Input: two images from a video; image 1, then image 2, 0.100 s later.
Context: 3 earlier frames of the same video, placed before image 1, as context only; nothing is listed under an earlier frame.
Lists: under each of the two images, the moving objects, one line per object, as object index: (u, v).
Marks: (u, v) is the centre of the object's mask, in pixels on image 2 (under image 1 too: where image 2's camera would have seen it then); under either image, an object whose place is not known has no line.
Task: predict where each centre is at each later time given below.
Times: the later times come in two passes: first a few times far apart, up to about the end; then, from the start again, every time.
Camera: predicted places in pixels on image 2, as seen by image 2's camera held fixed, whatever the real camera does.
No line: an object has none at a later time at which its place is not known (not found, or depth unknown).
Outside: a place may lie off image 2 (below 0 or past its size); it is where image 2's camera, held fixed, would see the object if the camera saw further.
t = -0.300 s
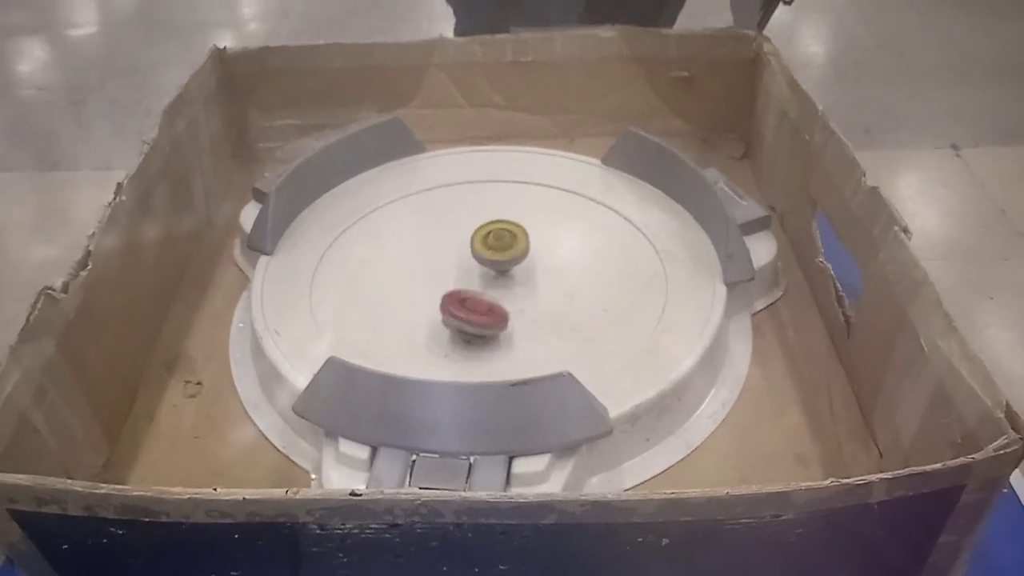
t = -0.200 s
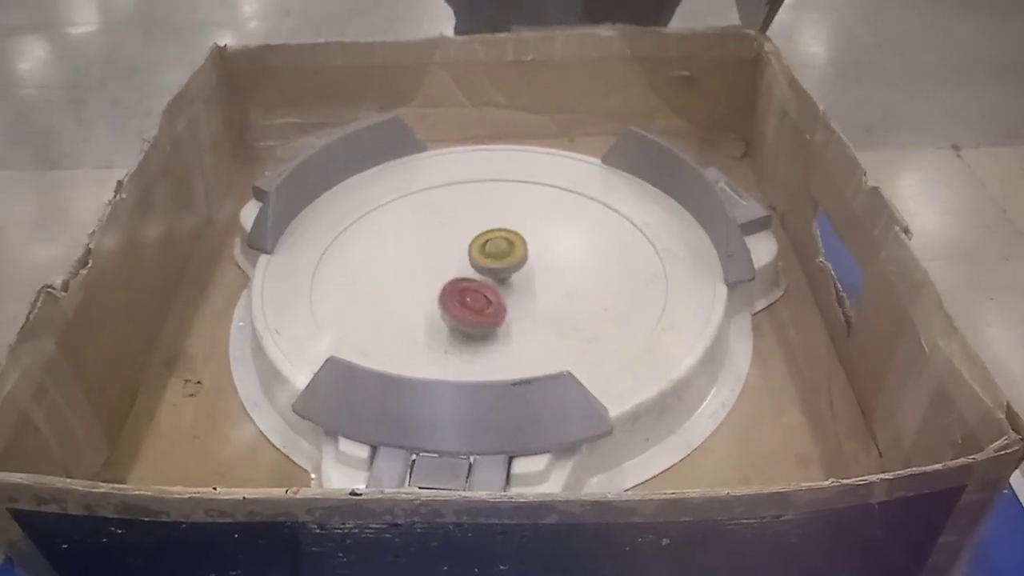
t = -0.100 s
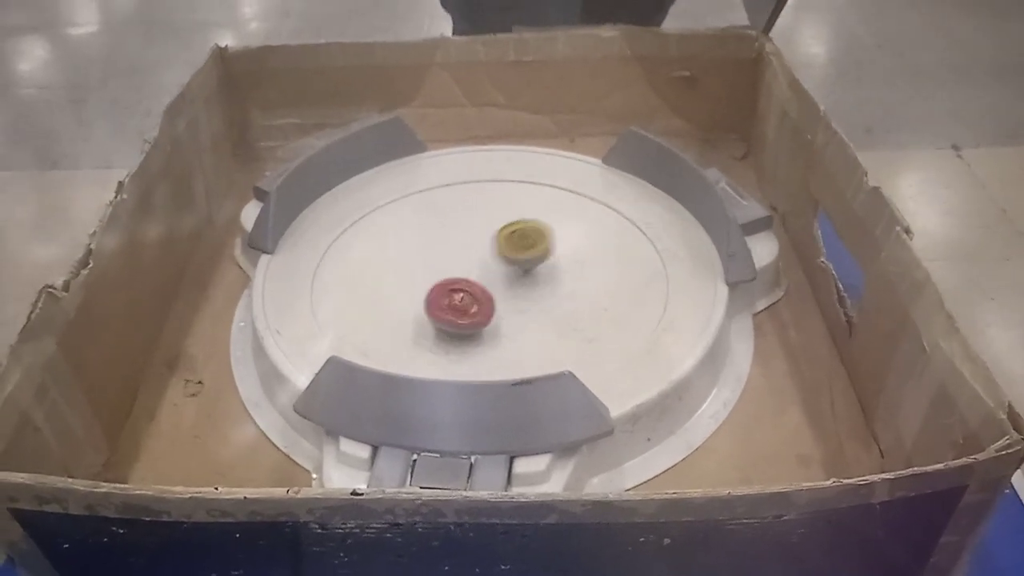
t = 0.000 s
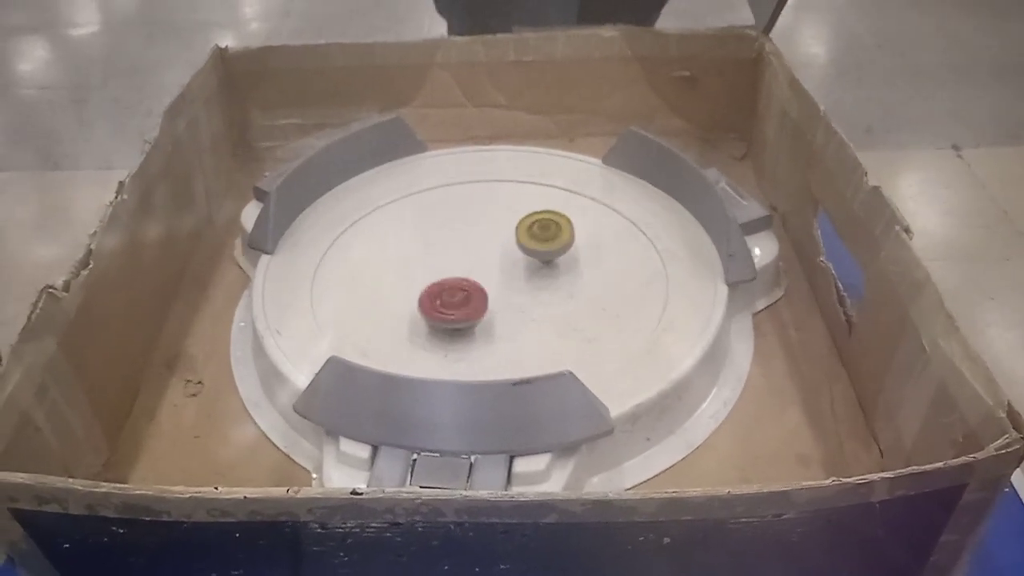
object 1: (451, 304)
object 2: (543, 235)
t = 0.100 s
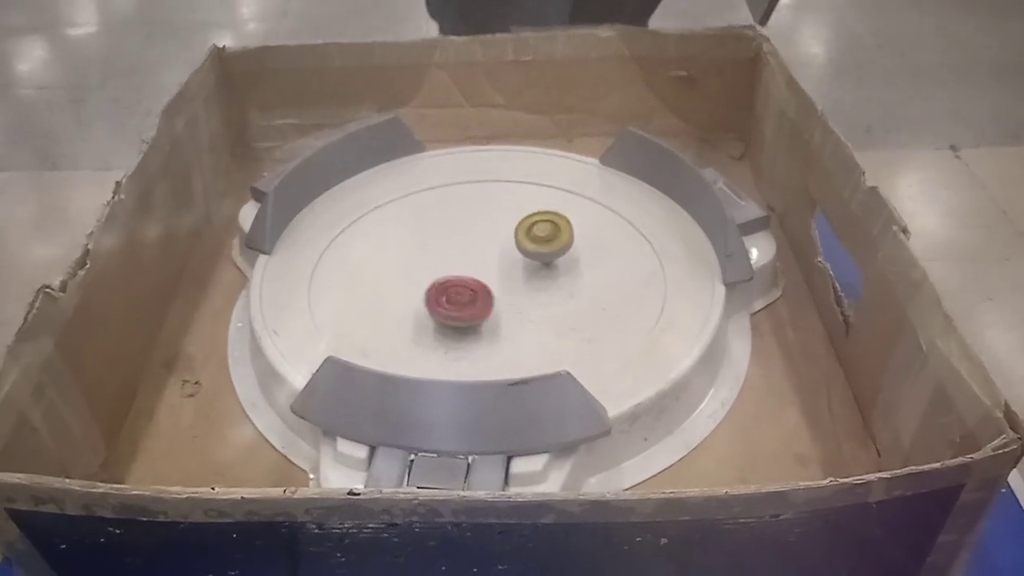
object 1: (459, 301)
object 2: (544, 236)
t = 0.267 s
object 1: (471, 303)
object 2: (528, 247)
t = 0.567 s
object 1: (478, 303)
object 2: (512, 265)
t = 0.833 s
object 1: (483, 295)
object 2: (540, 256)
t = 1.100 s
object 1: (509, 271)
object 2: (555, 248)
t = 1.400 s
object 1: (498, 258)
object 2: (555, 262)
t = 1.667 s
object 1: (491, 258)
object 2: (539, 294)
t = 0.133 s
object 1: (463, 303)
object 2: (541, 238)
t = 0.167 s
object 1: (464, 303)
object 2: (538, 239)
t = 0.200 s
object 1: (468, 302)
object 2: (535, 242)
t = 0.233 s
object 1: (471, 304)
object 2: (531, 245)
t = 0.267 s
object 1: (471, 303)
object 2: (528, 247)
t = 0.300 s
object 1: (475, 303)
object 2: (525, 250)
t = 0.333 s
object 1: (476, 304)
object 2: (521, 254)
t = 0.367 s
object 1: (477, 303)
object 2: (518, 257)
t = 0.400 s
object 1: (479, 303)
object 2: (515, 260)
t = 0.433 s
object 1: (479, 304)
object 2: (513, 262)
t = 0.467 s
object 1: (477, 305)
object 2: (513, 263)
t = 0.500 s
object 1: (476, 306)
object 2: (513, 263)
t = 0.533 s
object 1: (476, 307)
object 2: (512, 264)
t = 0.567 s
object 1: (478, 303)
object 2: (512, 265)
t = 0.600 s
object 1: (478, 304)
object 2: (510, 266)
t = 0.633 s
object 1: (477, 303)
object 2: (509, 267)
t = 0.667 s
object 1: (477, 304)
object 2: (507, 268)
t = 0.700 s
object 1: (478, 304)
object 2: (510, 266)
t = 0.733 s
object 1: (480, 303)
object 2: (514, 266)
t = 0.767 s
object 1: (483, 303)
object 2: (517, 265)
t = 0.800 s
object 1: (483, 299)
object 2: (524, 260)
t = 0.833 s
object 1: (483, 295)
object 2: (540, 256)
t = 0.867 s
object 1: (489, 292)
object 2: (550, 253)
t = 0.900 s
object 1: (495, 289)
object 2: (556, 250)
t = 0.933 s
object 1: (496, 285)
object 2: (558, 248)
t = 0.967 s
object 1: (499, 284)
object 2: (558, 247)
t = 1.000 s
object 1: (503, 281)
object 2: (556, 246)
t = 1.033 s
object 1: (505, 278)
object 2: (553, 247)
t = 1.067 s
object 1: (505, 275)
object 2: (552, 247)
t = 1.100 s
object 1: (509, 271)
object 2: (555, 248)
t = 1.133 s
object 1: (509, 267)
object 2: (556, 249)
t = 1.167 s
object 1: (508, 262)
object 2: (554, 250)
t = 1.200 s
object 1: (507, 256)
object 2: (554, 252)
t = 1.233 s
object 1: (505, 254)
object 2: (554, 252)
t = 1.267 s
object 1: (505, 252)
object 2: (554, 253)
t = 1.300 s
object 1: (506, 252)
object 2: (554, 254)
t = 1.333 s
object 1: (504, 255)
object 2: (555, 256)
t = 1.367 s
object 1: (500, 258)
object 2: (554, 258)
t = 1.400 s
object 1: (498, 258)
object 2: (555, 262)
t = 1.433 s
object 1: (496, 259)
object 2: (556, 267)
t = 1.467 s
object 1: (494, 259)
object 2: (556, 271)
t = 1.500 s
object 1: (493, 259)
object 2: (555, 275)
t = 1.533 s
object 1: (492, 258)
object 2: (554, 279)
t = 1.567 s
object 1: (491, 258)
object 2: (551, 283)
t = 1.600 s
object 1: (491, 258)
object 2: (548, 286)
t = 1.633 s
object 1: (492, 258)
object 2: (544, 290)
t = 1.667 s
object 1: (491, 258)
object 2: (539, 294)
